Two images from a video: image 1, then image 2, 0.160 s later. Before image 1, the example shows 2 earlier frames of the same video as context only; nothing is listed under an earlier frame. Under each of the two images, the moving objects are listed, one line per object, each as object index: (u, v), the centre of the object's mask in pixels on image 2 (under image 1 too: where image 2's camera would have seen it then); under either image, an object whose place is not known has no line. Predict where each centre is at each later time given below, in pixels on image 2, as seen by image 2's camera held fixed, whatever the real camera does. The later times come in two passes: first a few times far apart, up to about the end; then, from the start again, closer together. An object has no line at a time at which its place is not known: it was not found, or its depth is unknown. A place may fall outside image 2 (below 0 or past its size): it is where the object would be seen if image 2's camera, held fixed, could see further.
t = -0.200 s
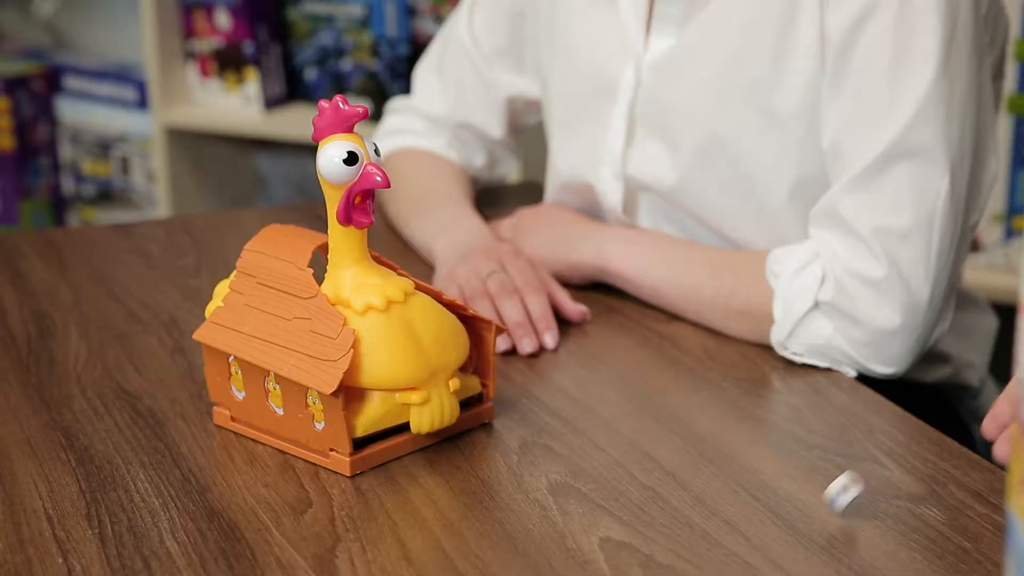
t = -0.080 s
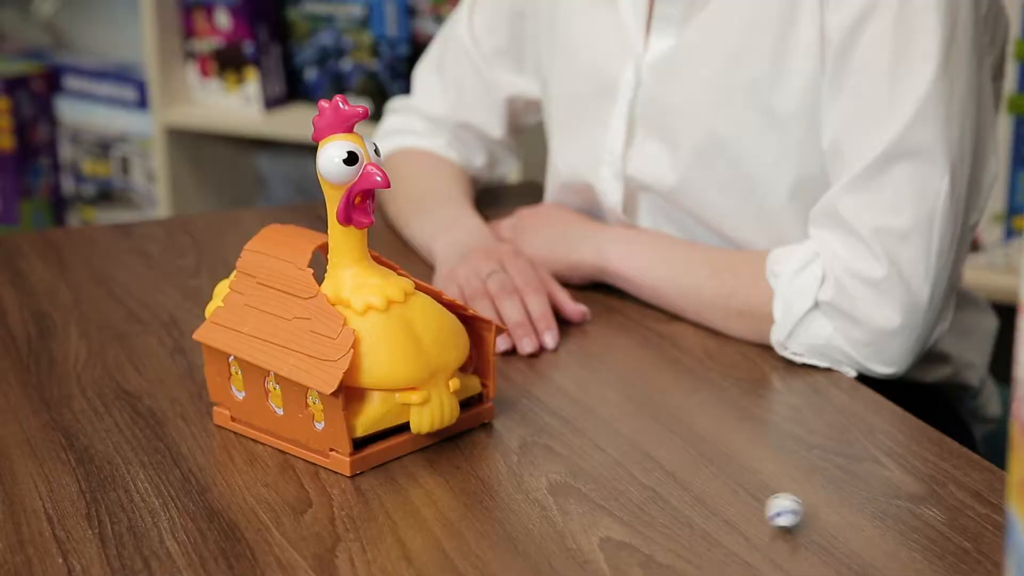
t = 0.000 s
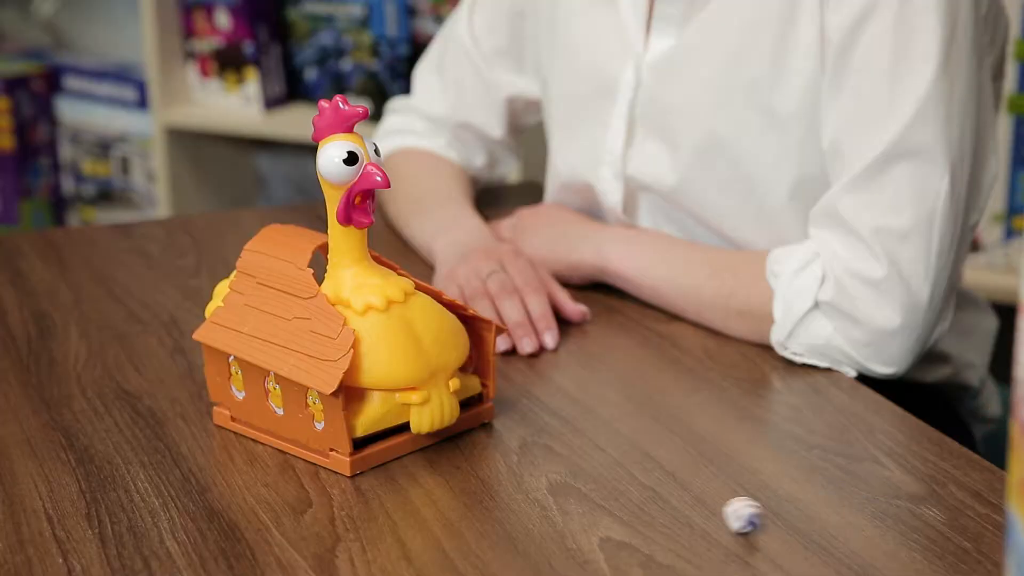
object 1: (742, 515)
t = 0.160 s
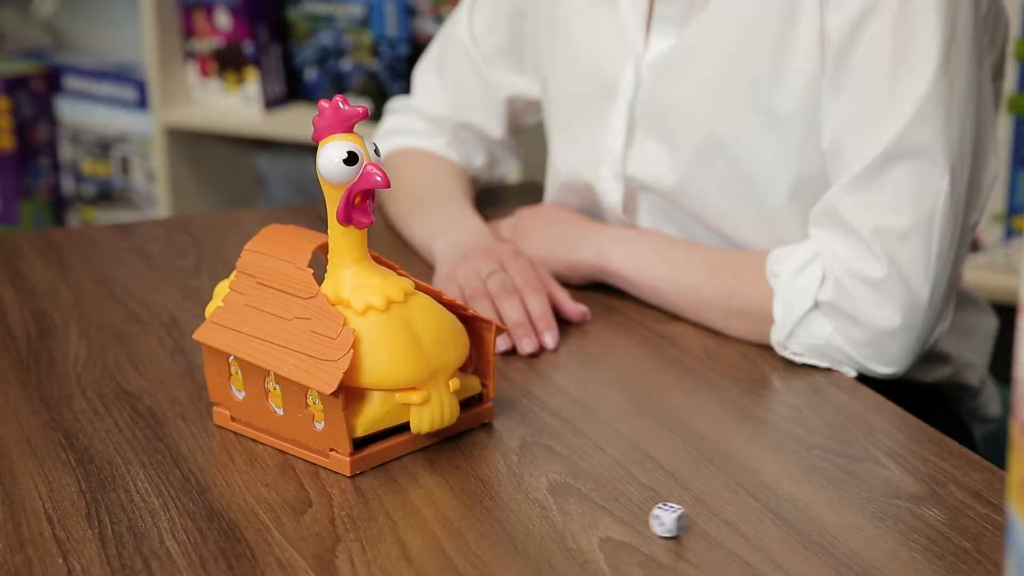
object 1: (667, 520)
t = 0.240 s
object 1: (646, 522)
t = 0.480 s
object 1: (639, 523)
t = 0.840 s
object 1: (639, 523)
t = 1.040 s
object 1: (639, 523)
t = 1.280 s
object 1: (639, 523)
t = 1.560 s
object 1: (639, 523)
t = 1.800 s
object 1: (639, 523)
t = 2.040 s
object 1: (639, 523)
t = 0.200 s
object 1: (656, 521)
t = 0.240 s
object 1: (646, 522)
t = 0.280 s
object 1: (640, 521)
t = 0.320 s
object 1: (637, 522)
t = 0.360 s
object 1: (637, 523)
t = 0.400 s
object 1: (639, 524)
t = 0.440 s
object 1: (639, 523)
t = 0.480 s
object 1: (639, 523)
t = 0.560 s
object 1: (639, 523)
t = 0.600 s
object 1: (639, 523)
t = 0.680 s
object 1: (639, 523)
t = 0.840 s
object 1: (639, 523)
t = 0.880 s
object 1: (639, 523)
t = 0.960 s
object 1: (639, 523)
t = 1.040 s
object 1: (639, 523)
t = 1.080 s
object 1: (639, 523)
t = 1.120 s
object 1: (639, 523)
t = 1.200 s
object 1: (639, 523)
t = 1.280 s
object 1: (639, 523)
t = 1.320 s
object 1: (639, 523)
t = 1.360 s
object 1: (639, 523)
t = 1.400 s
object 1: (639, 523)
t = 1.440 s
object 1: (639, 523)
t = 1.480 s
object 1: (639, 523)
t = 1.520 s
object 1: (639, 523)
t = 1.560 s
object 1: (639, 523)
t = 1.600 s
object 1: (639, 523)
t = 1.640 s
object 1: (639, 523)
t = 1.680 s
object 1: (639, 523)
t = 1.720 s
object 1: (639, 523)
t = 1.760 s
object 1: (639, 523)
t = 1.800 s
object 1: (639, 523)
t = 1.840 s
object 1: (639, 523)
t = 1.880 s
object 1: (639, 523)
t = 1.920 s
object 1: (639, 523)
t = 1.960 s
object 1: (639, 523)
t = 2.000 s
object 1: (639, 523)
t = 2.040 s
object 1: (639, 523)
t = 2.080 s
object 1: (639, 523)
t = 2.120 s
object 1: (639, 523)
